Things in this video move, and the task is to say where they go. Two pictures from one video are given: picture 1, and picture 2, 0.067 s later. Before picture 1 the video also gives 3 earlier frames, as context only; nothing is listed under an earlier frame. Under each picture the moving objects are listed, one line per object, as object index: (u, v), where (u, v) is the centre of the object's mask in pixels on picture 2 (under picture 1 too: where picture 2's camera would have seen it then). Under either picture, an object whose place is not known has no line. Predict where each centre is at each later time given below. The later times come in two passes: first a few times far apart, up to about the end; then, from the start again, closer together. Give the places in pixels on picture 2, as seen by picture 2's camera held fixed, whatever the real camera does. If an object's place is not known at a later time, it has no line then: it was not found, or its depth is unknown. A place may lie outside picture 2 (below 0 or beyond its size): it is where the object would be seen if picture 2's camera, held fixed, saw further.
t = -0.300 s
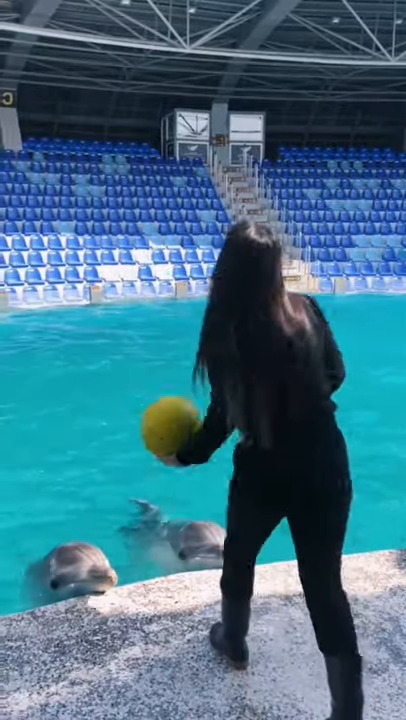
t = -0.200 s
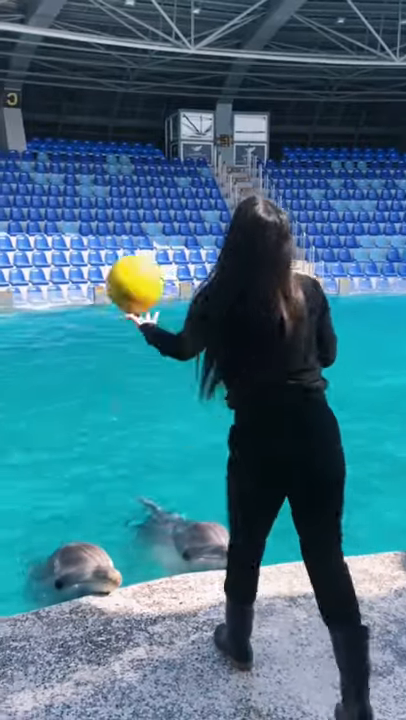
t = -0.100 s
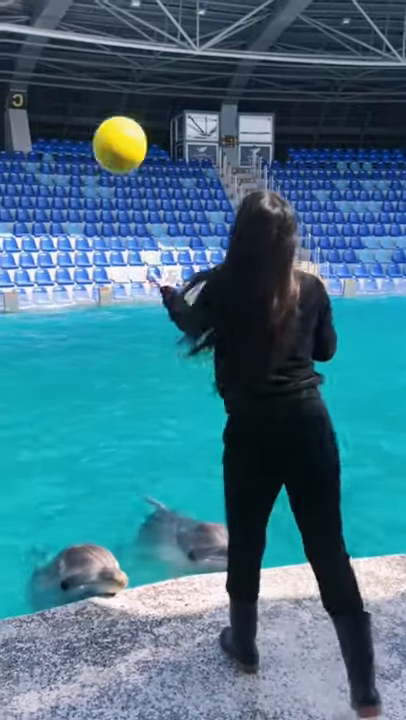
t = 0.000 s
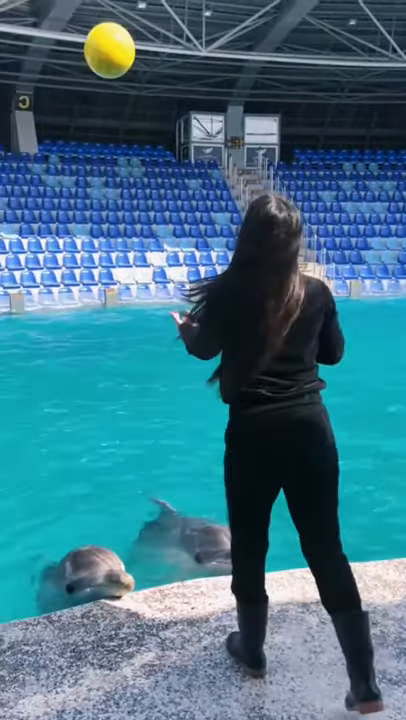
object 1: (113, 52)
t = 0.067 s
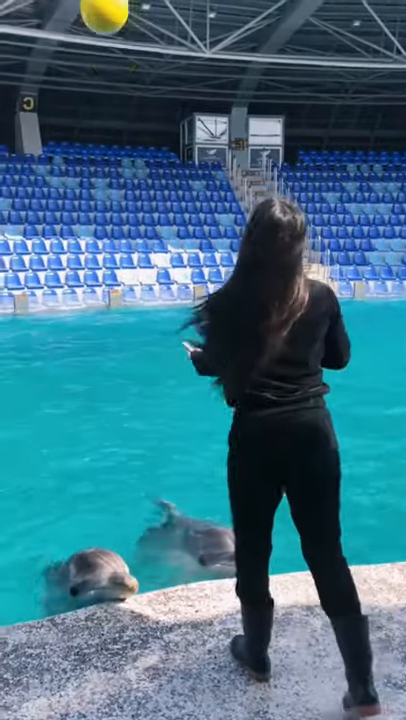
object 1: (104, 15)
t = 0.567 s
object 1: (60, 16)
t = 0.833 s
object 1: (49, 154)
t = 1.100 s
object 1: (46, 327)
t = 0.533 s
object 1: (62, 3)
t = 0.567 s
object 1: (60, 16)
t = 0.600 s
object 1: (58, 30)
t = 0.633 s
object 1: (56, 46)
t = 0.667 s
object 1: (55, 62)
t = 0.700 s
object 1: (54, 79)
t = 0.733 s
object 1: (53, 97)
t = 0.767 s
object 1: (52, 115)
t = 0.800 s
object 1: (51, 134)
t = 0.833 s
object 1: (49, 154)
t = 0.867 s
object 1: (49, 174)
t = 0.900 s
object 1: (48, 195)
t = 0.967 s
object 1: (47, 237)
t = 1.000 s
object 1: (46, 260)
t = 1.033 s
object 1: (46, 282)
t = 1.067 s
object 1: (45, 304)
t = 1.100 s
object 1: (46, 327)
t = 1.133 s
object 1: (45, 350)
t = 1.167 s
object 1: (45, 373)
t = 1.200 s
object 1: (44, 391)
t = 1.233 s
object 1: (45, 396)
